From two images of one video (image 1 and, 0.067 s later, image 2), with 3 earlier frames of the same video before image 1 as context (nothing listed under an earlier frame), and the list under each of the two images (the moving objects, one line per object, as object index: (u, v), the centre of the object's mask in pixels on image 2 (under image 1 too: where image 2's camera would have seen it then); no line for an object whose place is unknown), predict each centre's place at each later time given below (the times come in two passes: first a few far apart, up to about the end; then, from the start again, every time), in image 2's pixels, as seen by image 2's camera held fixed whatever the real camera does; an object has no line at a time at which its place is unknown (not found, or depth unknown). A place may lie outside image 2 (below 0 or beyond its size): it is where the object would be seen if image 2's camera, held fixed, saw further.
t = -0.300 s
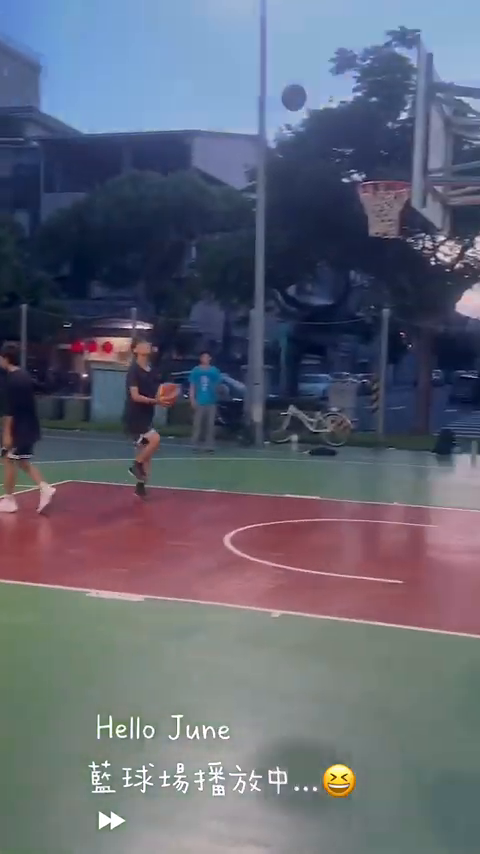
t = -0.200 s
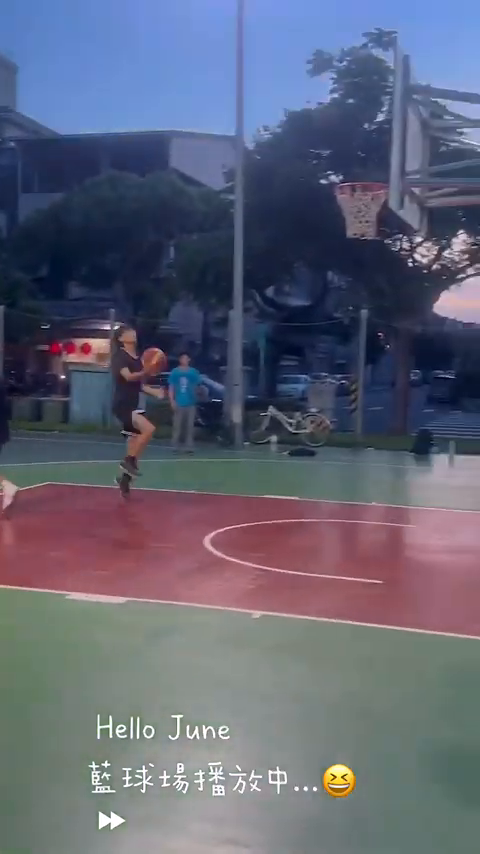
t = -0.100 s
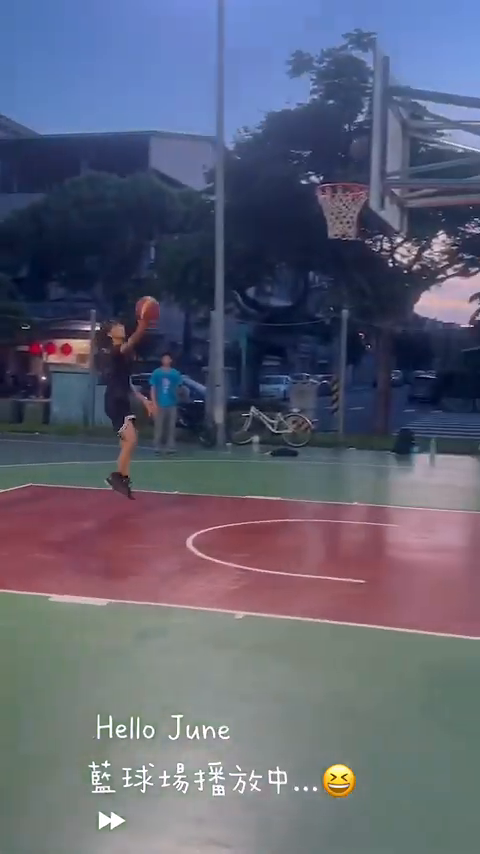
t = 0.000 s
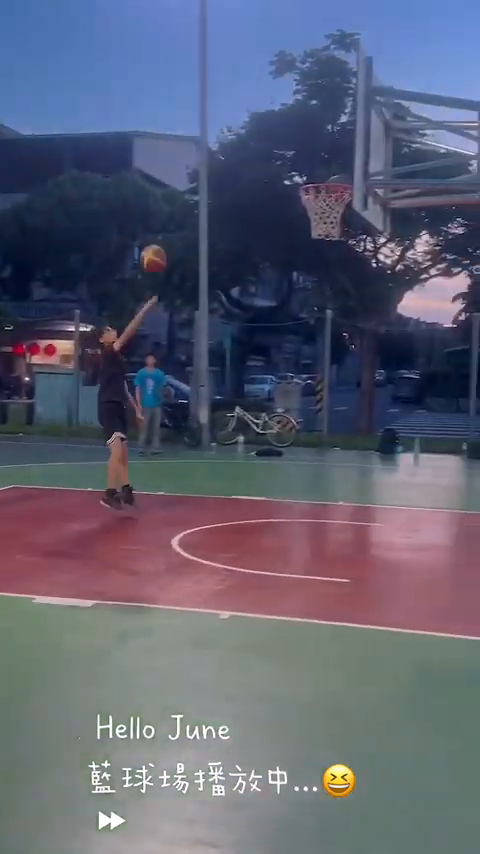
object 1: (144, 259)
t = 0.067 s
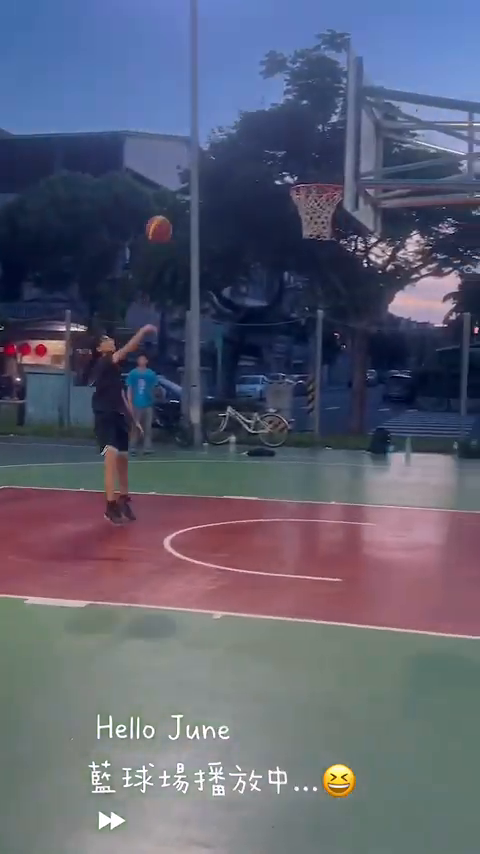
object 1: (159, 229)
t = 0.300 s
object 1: (213, 162)
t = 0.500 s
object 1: (261, 150)
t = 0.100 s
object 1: (166, 215)
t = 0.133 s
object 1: (174, 203)
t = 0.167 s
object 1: (181, 192)
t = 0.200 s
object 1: (189, 183)
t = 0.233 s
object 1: (198, 175)
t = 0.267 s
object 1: (206, 167)
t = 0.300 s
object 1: (213, 162)
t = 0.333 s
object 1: (221, 158)
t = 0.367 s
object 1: (228, 152)
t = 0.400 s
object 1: (236, 150)
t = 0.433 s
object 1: (243, 148)
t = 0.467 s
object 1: (252, 148)
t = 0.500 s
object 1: (261, 150)
